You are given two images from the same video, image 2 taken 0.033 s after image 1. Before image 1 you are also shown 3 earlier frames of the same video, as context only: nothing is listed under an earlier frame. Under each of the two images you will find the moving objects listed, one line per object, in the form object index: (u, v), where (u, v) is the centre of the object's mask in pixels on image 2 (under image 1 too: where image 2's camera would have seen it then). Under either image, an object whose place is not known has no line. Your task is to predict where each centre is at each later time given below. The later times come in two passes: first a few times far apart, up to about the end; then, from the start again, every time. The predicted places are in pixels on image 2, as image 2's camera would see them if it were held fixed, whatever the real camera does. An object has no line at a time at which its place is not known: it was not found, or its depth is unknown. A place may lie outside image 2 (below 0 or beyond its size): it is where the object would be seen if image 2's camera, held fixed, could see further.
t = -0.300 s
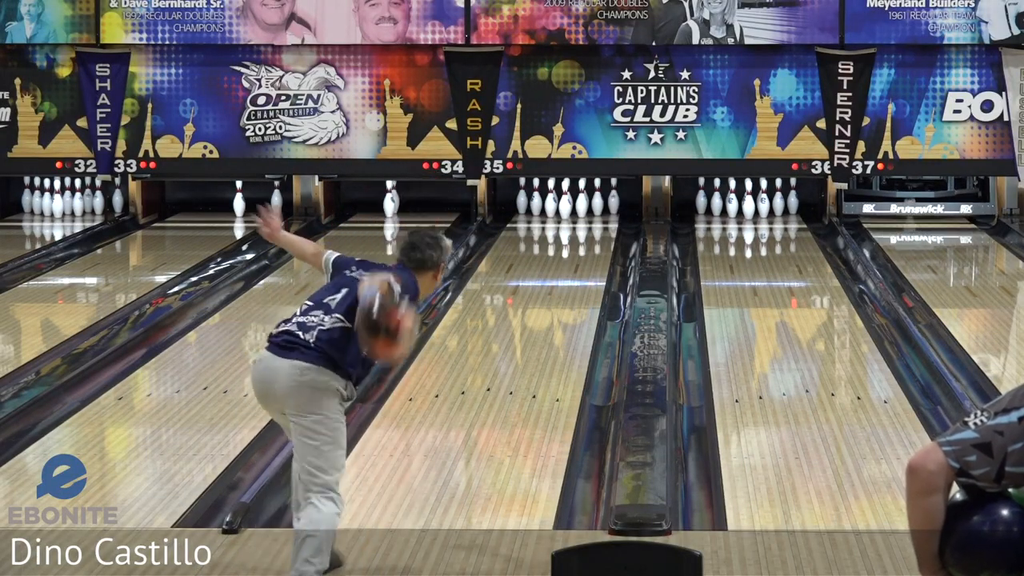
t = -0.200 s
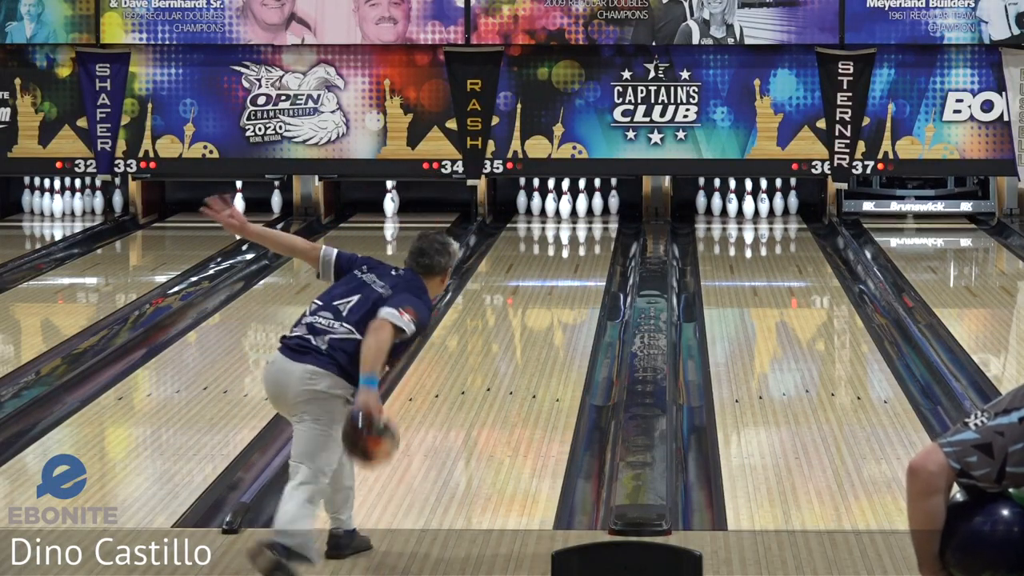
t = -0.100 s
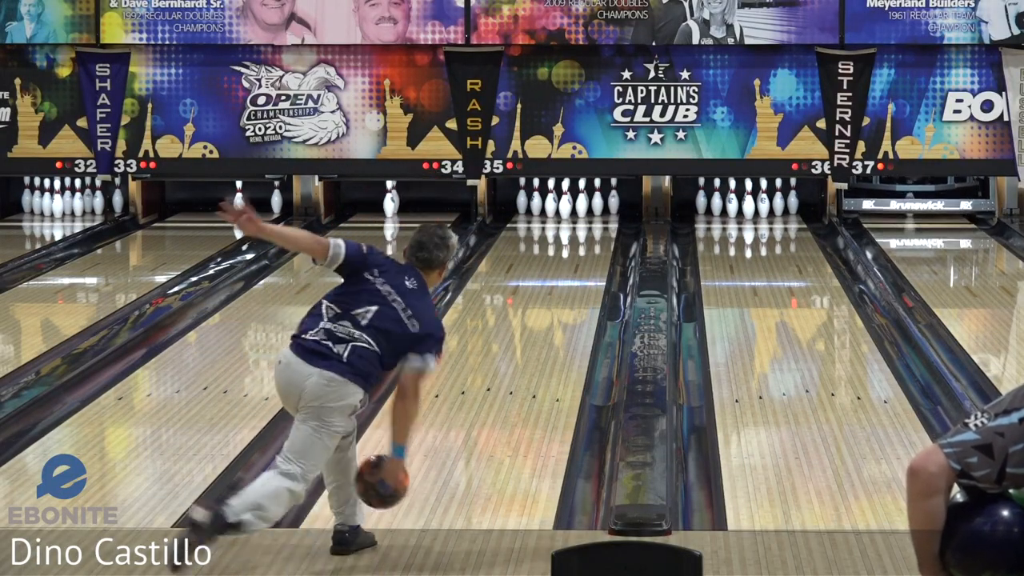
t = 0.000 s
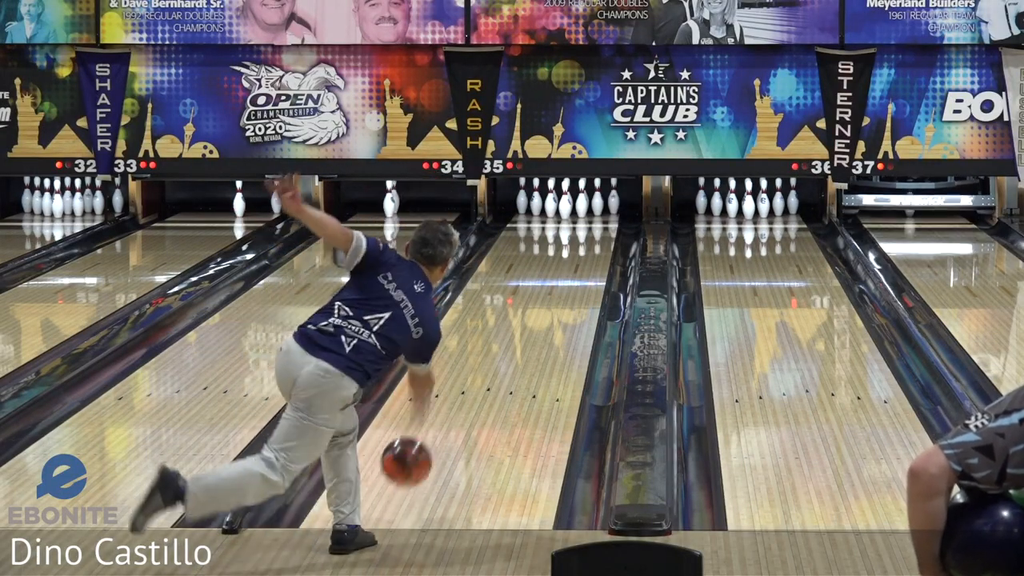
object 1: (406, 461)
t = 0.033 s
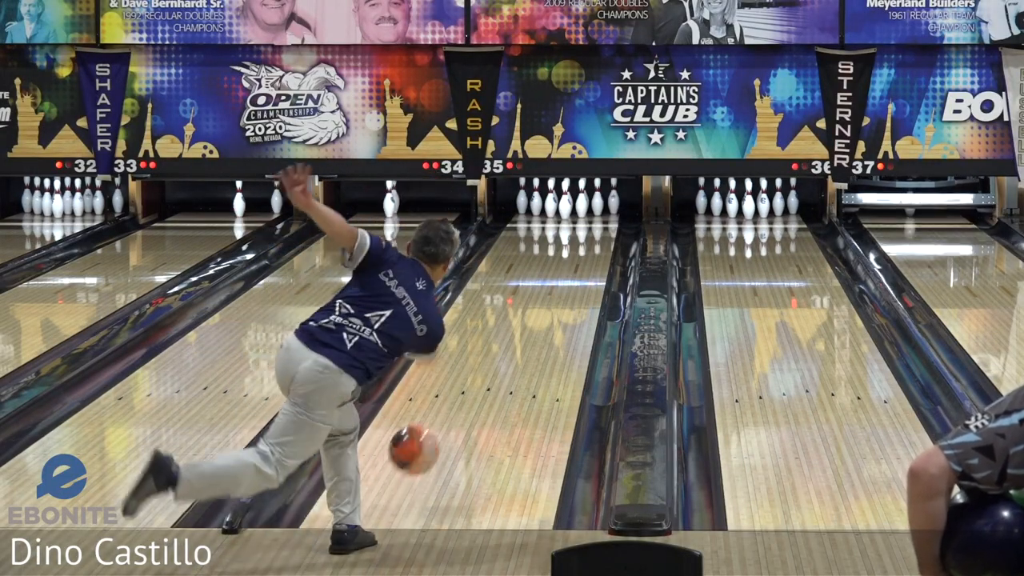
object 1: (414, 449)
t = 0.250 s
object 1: (458, 432)
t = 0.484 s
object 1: (495, 385)
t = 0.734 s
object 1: (526, 344)
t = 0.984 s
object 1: (550, 311)
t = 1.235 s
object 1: (568, 284)
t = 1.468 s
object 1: (581, 263)
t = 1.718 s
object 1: (589, 244)
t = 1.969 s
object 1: (589, 227)
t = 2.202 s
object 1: (582, 215)
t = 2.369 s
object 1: (574, 208)
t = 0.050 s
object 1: (418, 445)
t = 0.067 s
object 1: (421, 440)
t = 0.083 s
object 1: (425, 436)
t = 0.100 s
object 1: (429, 433)
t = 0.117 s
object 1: (432, 431)
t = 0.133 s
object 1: (436, 429)
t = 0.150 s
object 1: (439, 428)
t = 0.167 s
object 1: (442, 428)
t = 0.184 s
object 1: (445, 428)
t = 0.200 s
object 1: (449, 429)
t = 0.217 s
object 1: (452, 430)
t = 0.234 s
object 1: (455, 432)
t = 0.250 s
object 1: (458, 432)
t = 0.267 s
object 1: (461, 427)
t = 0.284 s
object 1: (464, 422)
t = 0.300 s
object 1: (466, 418)
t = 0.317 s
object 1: (470, 414)
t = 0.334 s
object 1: (472, 412)
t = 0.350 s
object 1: (475, 409)
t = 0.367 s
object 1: (478, 407)
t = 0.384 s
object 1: (480, 403)
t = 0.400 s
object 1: (483, 400)
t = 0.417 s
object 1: (485, 397)
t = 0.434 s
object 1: (487, 395)
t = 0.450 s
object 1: (490, 391)
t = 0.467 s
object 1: (493, 388)
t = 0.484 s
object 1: (495, 385)
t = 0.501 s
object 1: (498, 381)
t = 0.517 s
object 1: (500, 379)
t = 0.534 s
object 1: (502, 376)
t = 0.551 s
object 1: (503, 373)
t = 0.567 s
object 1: (505, 370)
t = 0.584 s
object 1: (508, 368)
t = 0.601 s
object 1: (510, 365)
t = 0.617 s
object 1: (513, 362)
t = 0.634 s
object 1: (515, 359)
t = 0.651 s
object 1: (517, 356)
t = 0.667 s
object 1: (518, 354)
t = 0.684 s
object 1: (519, 351)
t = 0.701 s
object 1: (521, 349)
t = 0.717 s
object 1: (523, 347)
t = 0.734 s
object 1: (526, 344)
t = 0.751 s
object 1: (528, 342)
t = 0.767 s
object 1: (529, 339)
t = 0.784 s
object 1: (531, 337)
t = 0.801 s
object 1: (533, 335)
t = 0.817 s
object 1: (534, 332)
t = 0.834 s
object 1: (536, 330)
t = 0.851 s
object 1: (538, 328)
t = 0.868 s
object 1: (540, 326)
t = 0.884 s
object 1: (541, 323)
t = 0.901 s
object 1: (543, 322)
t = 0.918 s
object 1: (544, 319)
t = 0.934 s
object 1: (545, 317)
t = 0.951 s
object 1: (547, 315)
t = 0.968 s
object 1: (548, 313)
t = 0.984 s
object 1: (550, 311)
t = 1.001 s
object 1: (551, 310)
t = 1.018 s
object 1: (553, 308)
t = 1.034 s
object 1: (554, 306)
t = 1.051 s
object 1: (555, 303)
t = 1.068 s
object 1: (556, 301)
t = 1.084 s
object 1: (558, 299)
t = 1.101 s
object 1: (558, 298)
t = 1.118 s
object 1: (560, 296)
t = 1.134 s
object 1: (562, 294)
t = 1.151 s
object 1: (563, 293)
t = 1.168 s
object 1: (564, 291)
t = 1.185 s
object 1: (564, 289)
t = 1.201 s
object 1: (565, 288)
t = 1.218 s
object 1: (567, 286)
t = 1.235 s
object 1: (568, 284)
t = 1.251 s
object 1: (569, 282)
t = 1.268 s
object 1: (570, 280)
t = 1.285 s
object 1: (571, 279)
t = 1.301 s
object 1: (572, 278)
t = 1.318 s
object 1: (573, 276)
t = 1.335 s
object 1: (574, 274)
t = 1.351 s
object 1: (575, 272)
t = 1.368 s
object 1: (576, 271)
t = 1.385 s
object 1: (576, 270)
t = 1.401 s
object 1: (577, 269)
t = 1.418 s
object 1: (578, 267)
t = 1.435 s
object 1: (579, 266)
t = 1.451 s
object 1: (580, 264)
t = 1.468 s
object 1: (581, 263)
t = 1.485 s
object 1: (582, 261)
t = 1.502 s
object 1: (582, 260)
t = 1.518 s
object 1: (583, 258)
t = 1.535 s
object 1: (583, 257)
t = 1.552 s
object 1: (584, 256)
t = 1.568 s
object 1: (585, 255)
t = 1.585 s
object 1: (586, 254)
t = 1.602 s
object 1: (587, 252)
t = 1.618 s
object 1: (587, 251)
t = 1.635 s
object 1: (588, 249)
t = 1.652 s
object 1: (587, 248)
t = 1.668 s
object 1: (588, 247)
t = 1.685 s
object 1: (589, 246)
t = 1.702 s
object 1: (589, 244)
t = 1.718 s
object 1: (589, 244)
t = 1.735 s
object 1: (590, 243)
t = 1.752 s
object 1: (590, 241)
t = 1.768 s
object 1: (590, 240)
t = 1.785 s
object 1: (590, 239)
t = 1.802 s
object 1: (590, 238)
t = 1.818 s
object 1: (591, 237)
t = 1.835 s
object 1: (591, 236)
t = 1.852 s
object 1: (591, 235)
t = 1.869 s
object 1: (591, 234)
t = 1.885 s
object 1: (590, 233)
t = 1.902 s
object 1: (590, 232)
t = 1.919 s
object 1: (590, 231)
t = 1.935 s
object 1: (590, 230)
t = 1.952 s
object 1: (590, 229)
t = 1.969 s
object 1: (589, 227)
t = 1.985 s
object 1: (589, 227)
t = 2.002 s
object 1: (589, 226)
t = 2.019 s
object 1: (588, 225)
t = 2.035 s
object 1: (588, 224)
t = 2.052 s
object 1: (587, 223)
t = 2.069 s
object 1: (586, 222)
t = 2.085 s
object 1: (586, 221)
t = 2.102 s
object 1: (586, 220)
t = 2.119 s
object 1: (585, 219)
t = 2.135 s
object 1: (585, 218)
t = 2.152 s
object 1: (584, 218)
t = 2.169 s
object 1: (583, 217)
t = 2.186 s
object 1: (582, 216)
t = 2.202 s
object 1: (582, 215)
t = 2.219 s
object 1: (580, 214)
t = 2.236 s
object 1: (579, 214)
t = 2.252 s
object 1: (578, 213)
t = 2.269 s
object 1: (577, 212)
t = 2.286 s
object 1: (576, 211)
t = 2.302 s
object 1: (575, 210)
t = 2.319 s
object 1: (574, 210)
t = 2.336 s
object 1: (574, 209)
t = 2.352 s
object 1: (574, 209)
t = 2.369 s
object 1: (574, 208)
